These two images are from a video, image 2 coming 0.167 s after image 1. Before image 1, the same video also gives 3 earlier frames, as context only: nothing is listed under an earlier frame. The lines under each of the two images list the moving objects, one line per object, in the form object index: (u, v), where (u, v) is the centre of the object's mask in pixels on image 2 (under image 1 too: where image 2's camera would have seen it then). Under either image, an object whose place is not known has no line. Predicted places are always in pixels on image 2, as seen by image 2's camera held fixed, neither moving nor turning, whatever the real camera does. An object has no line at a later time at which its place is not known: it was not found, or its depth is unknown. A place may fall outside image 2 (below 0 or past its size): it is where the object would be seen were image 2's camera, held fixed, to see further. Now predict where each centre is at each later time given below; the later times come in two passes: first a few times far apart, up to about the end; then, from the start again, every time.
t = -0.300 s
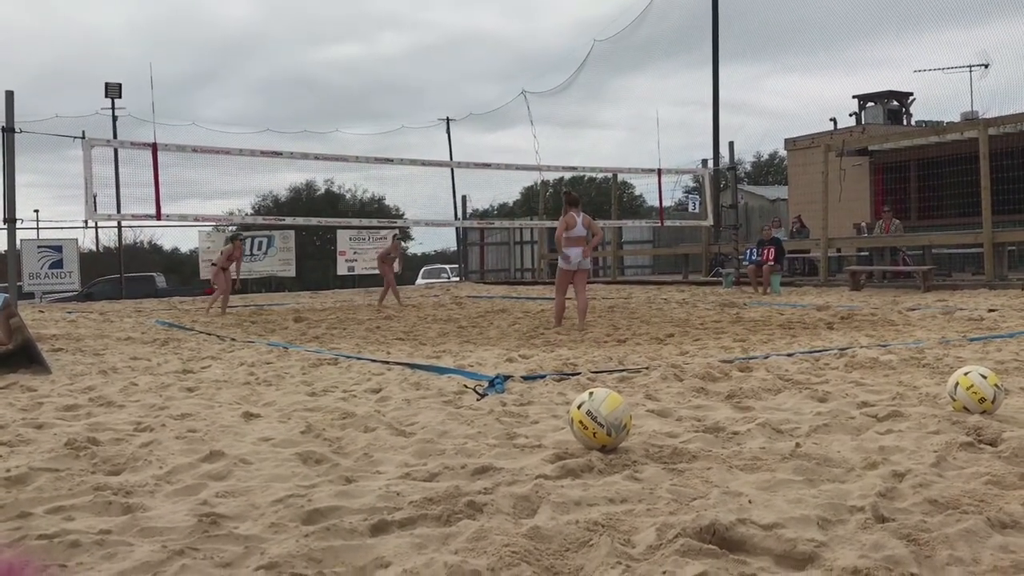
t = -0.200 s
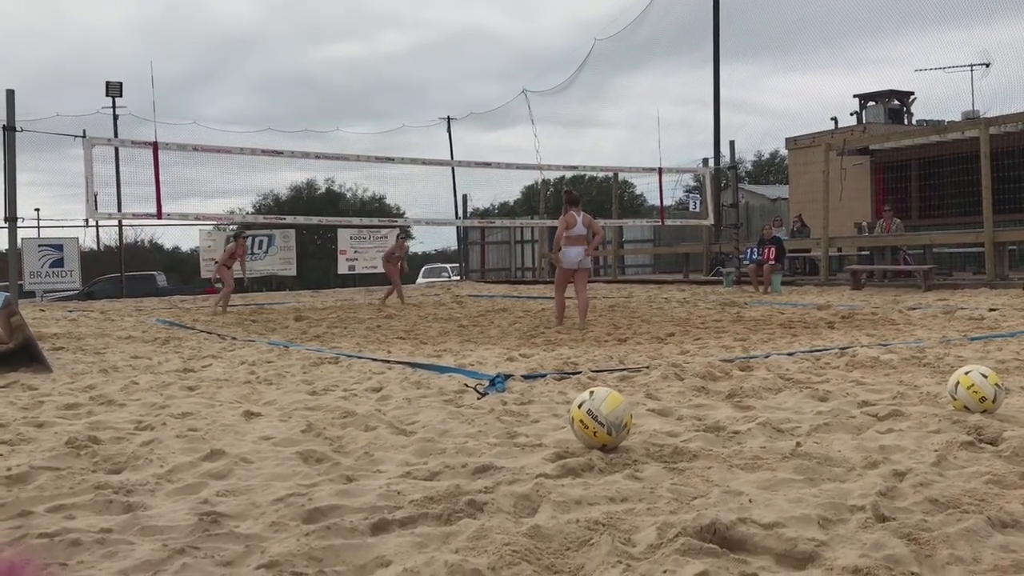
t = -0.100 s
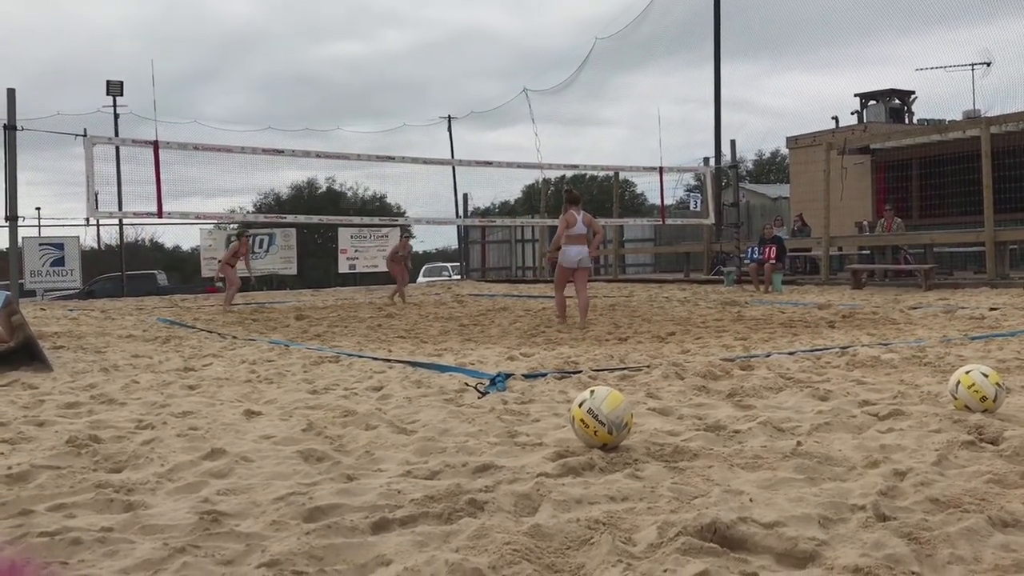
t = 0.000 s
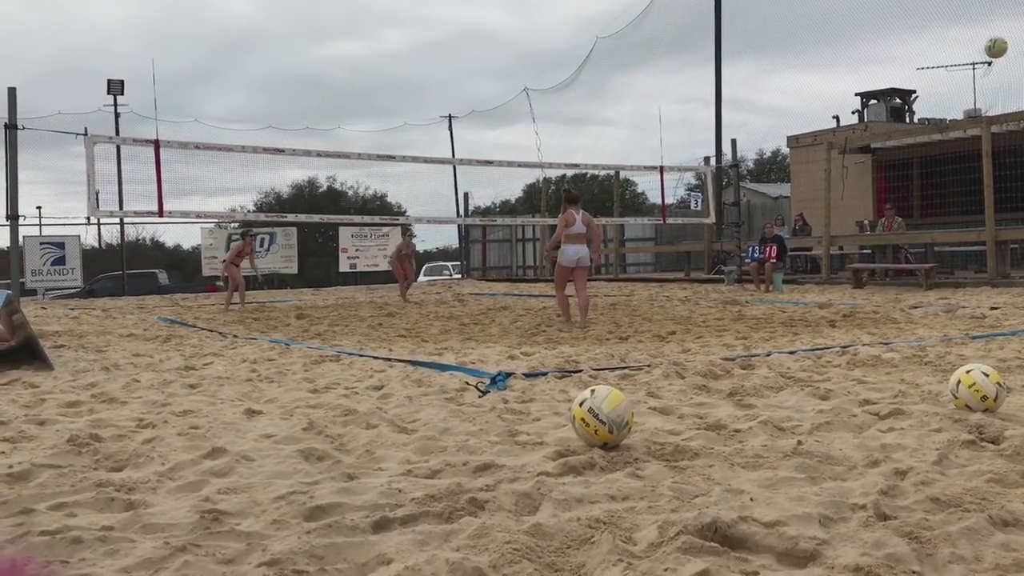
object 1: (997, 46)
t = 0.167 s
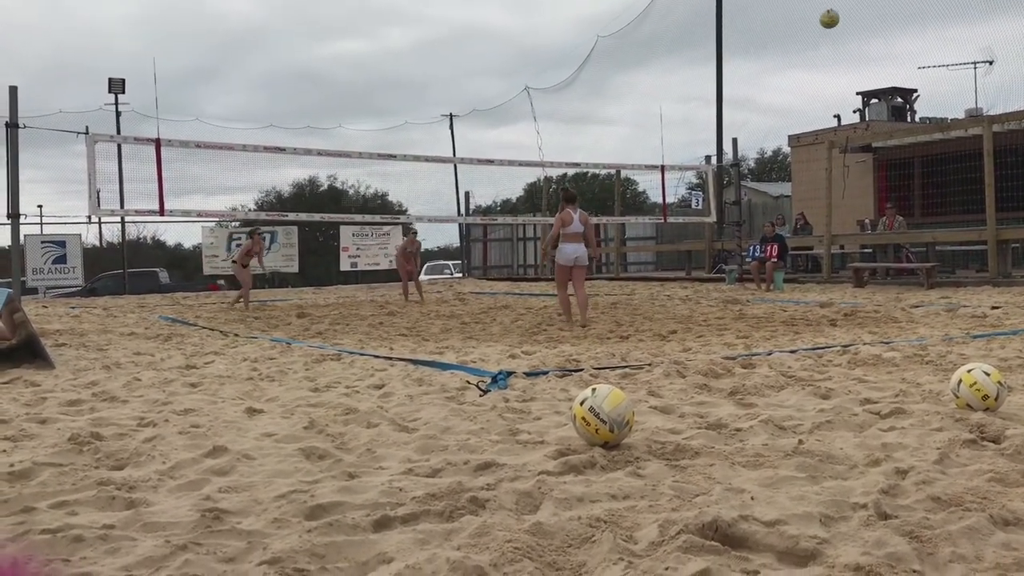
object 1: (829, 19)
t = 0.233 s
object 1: (772, 16)
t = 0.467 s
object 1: (603, 29)
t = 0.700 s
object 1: (474, 72)
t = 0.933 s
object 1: (371, 138)
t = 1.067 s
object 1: (322, 183)
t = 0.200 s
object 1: (800, 16)
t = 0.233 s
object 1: (772, 16)
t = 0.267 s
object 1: (745, 15)
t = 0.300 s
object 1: (719, 16)
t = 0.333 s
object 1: (694, 17)
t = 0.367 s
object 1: (670, 19)
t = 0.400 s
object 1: (647, 22)
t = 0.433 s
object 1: (625, 25)
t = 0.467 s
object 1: (603, 29)
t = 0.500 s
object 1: (583, 33)
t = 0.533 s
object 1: (563, 38)
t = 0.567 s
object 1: (544, 43)
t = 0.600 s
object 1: (525, 50)
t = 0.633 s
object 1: (507, 56)
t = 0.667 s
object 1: (491, 64)
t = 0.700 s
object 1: (474, 72)
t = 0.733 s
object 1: (457, 80)
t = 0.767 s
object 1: (442, 89)
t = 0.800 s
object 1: (427, 98)
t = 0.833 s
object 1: (413, 107)
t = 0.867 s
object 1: (398, 117)
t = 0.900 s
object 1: (384, 127)
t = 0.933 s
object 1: (371, 138)
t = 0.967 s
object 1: (358, 147)
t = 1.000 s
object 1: (345, 161)
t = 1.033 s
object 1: (333, 172)
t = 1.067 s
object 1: (322, 183)
